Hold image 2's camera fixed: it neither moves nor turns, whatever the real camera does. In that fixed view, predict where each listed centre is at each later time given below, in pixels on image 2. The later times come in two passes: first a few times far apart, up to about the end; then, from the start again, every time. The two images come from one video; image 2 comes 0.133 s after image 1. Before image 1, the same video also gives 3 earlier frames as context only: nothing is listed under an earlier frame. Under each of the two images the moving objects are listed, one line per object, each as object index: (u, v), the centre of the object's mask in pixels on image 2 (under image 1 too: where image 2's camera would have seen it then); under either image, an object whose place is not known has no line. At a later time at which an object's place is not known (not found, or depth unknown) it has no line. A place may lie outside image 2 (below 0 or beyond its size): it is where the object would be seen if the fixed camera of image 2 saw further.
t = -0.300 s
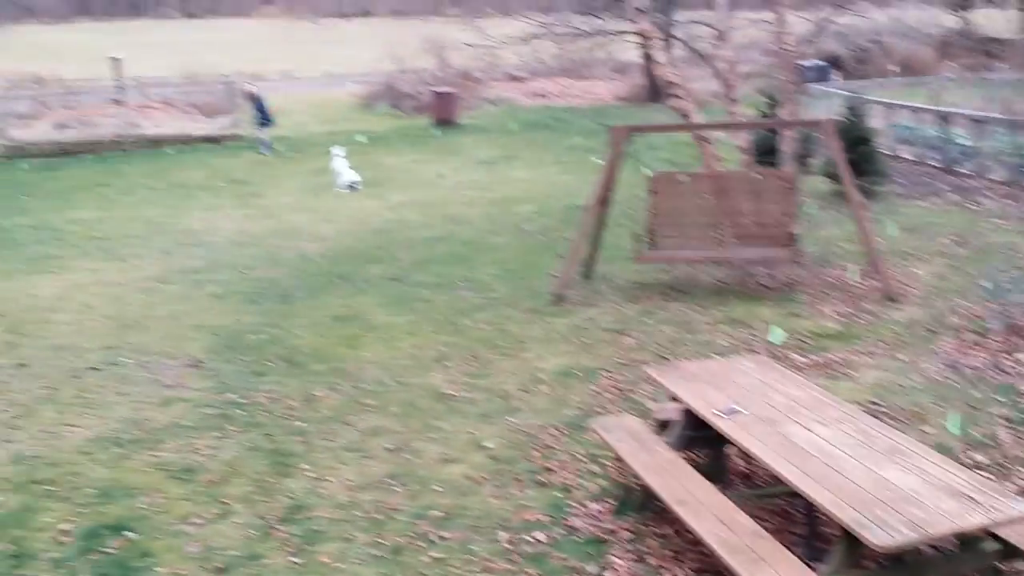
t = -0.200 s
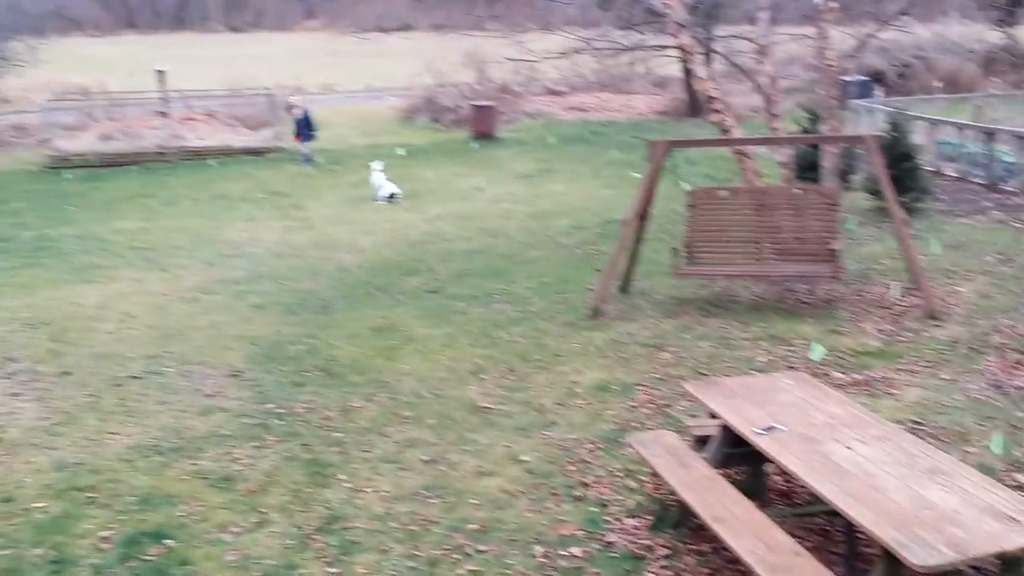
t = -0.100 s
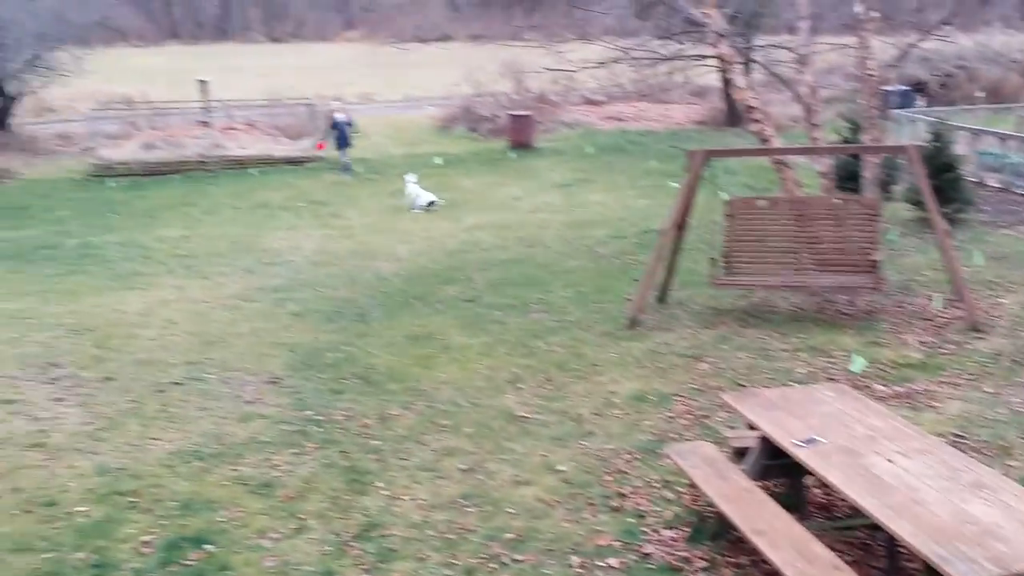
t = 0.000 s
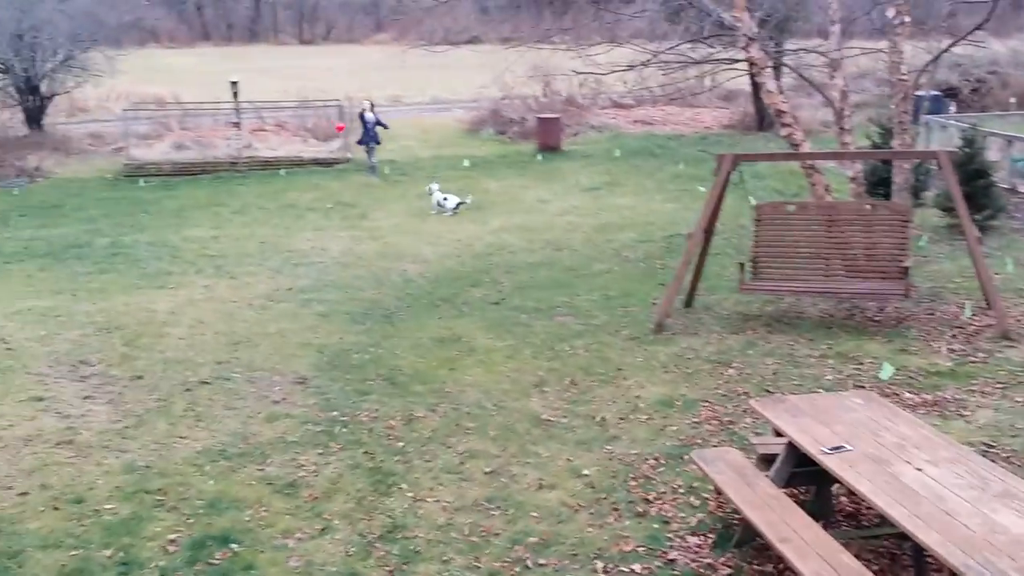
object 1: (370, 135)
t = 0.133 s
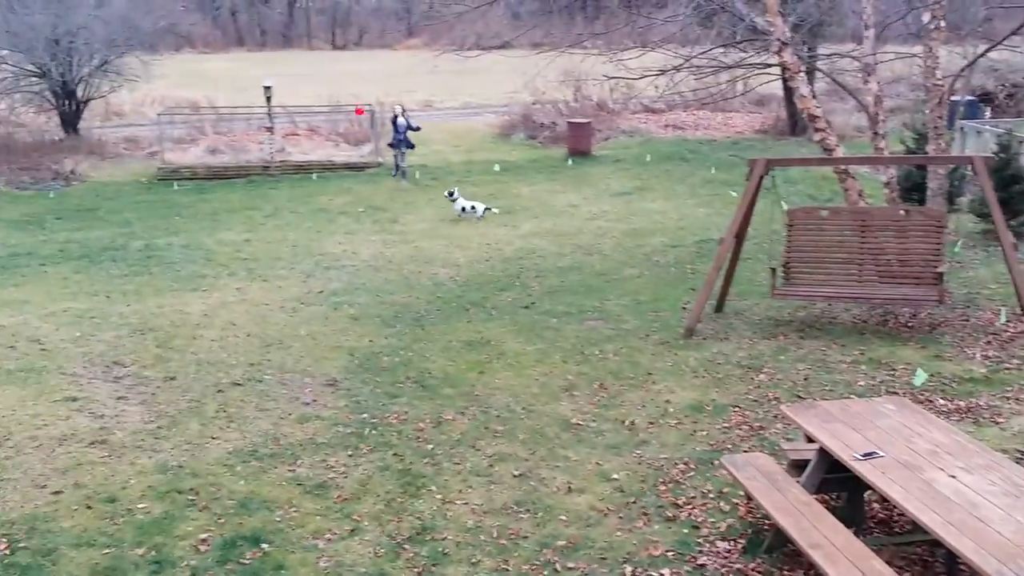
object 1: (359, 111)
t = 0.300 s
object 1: (344, 103)
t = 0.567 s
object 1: (313, 108)
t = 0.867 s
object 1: (277, 182)
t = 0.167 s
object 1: (358, 110)
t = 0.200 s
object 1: (351, 101)
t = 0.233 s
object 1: (348, 103)
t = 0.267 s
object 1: (346, 104)
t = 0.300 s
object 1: (344, 103)
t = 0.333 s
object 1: (340, 99)
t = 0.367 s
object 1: (337, 99)
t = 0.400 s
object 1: (335, 97)
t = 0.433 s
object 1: (329, 98)
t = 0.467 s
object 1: (325, 96)
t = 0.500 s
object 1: (322, 102)
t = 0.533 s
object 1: (318, 104)
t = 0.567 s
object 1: (313, 108)
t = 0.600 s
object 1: (310, 111)
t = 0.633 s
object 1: (307, 118)
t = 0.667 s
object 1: (302, 123)
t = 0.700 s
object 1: (300, 128)
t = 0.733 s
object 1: (295, 140)
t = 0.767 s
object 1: (291, 148)
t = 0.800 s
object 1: (285, 157)
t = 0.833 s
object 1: (282, 168)
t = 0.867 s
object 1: (277, 182)
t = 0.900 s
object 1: (273, 193)
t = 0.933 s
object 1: (268, 209)
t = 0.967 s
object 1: (264, 226)
